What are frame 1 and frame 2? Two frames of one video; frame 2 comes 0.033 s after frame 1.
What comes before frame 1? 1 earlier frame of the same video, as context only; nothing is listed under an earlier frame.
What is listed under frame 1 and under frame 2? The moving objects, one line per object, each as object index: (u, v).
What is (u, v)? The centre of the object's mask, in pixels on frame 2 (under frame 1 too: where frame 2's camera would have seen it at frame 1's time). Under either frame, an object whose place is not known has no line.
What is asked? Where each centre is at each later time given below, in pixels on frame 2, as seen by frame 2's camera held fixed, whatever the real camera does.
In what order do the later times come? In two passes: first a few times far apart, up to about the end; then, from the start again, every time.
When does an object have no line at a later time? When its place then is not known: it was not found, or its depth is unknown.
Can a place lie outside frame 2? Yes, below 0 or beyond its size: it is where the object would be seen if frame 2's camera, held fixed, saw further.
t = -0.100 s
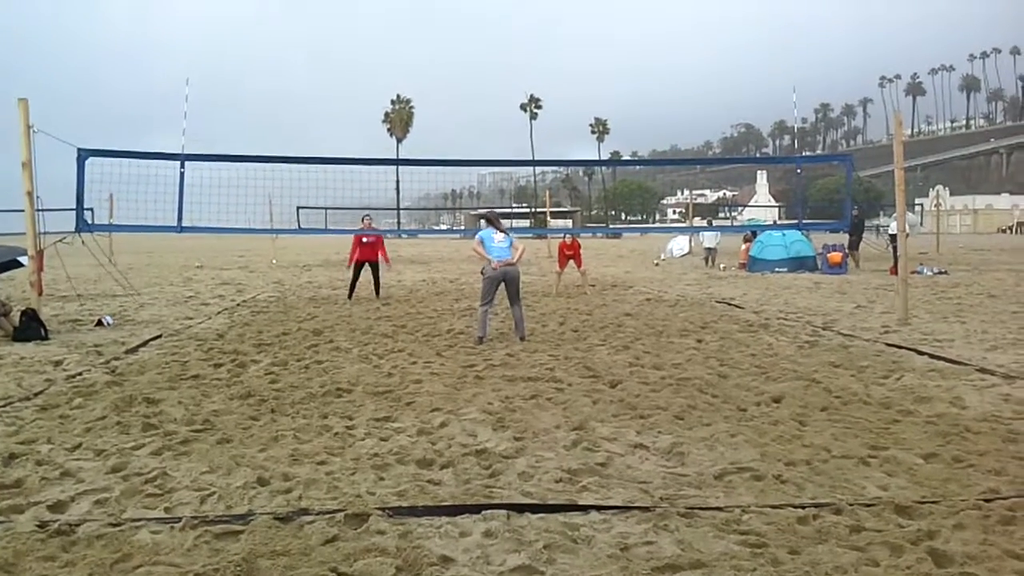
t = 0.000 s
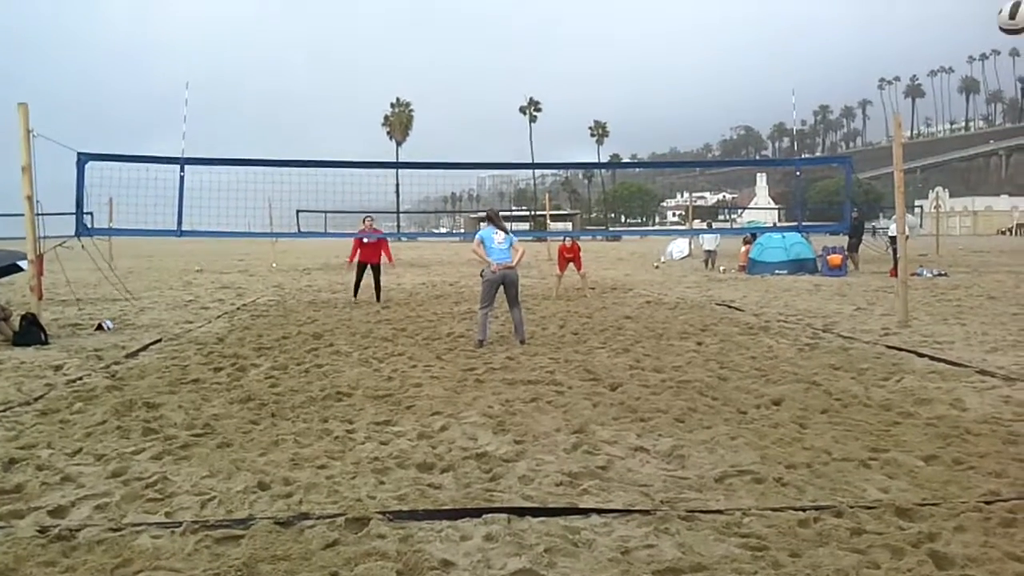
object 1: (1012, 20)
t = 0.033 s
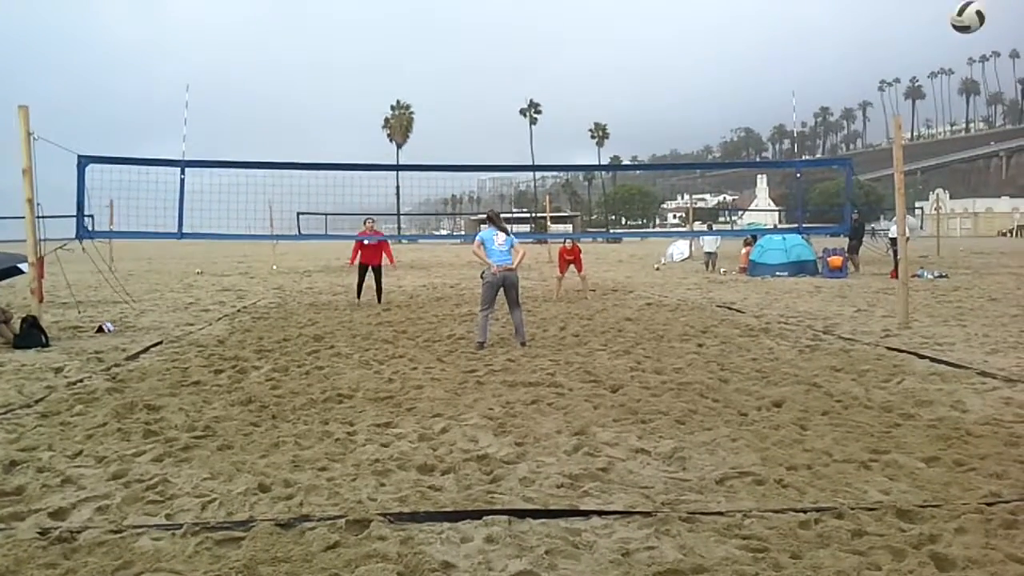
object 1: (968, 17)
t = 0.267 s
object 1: (752, 36)
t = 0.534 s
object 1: (630, 98)
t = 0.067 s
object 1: (925, 17)
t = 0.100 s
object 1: (888, 18)
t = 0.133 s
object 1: (857, 21)
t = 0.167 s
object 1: (826, 23)
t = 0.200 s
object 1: (799, 26)
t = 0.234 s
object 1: (774, 30)
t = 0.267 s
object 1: (752, 36)
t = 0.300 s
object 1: (731, 43)
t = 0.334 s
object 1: (713, 49)
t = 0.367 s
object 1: (696, 56)
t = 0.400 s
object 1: (680, 64)
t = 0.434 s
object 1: (666, 72)
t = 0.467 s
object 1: (654, 81)
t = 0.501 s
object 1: (642, 88)
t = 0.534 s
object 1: (630, 98)
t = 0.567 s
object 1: (619, 107)
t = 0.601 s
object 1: (610, 117)
